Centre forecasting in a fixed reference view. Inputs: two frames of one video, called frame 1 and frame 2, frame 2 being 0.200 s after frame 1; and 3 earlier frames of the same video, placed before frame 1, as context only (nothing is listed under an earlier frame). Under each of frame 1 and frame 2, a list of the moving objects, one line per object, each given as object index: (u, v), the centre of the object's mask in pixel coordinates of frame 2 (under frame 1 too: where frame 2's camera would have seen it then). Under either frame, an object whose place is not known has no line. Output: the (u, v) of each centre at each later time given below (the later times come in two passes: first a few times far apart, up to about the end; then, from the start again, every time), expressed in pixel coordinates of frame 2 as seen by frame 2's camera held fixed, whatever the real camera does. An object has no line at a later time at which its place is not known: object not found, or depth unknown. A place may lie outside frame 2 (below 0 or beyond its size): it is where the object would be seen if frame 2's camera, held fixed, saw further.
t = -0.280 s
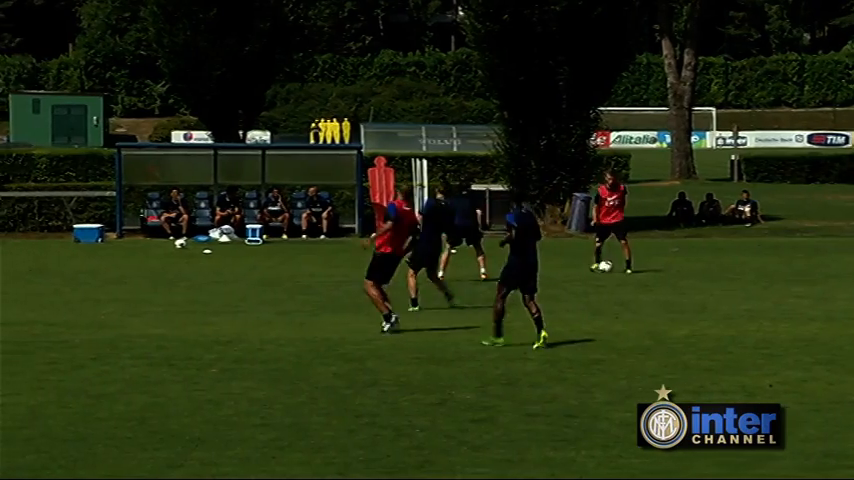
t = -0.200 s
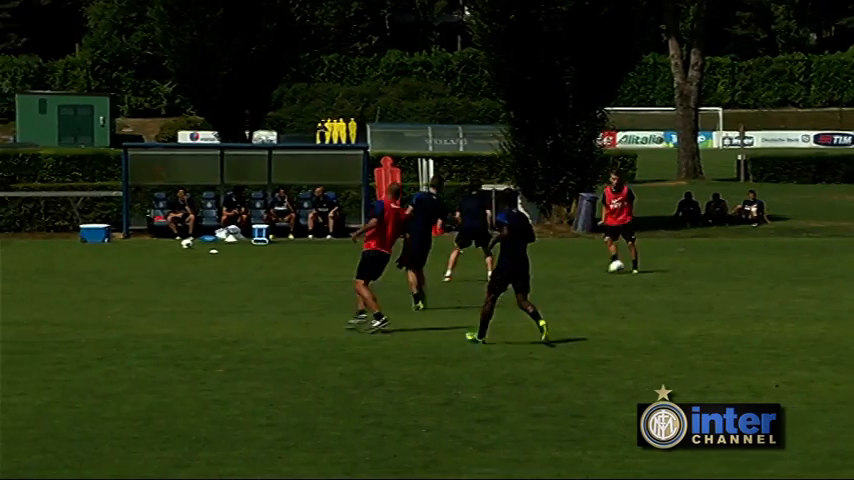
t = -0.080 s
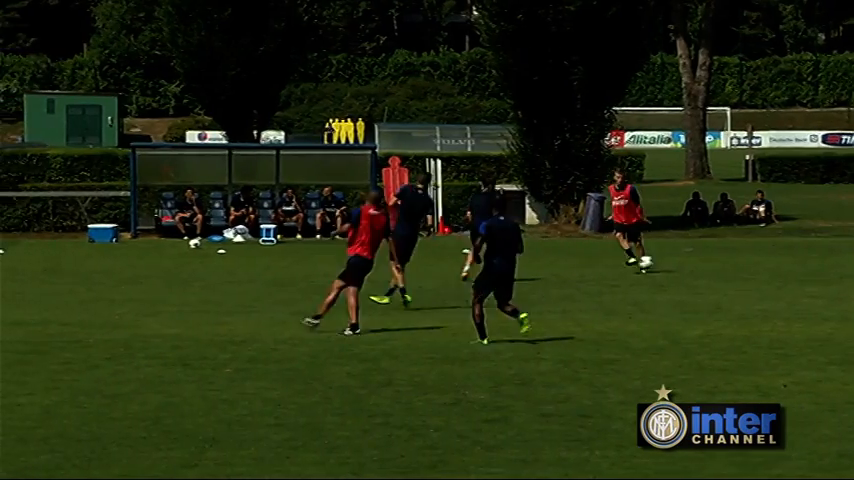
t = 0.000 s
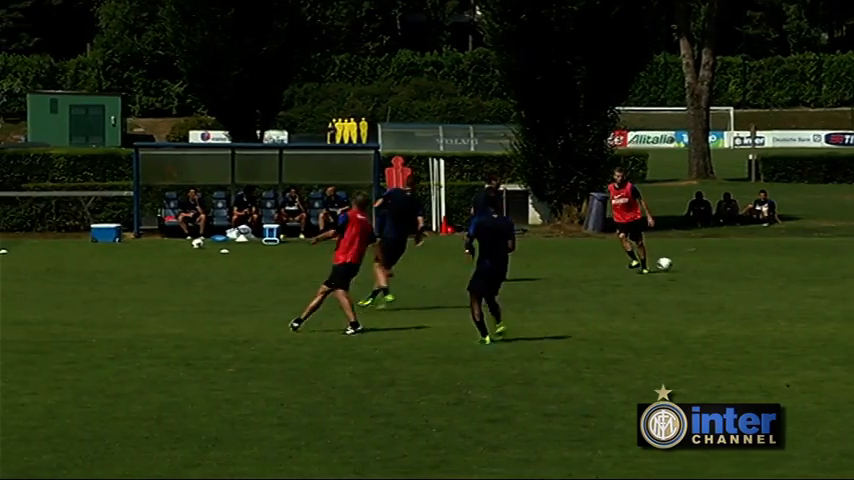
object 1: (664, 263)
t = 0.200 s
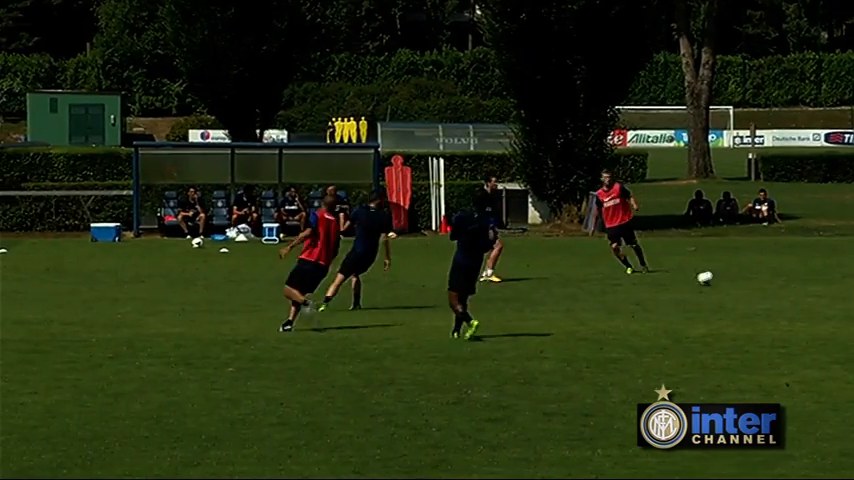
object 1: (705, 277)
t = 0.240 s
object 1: (712, 276)
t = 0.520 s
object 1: (763, 287)
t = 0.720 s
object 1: (796, 292)
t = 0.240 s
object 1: (712, 276)
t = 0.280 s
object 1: (720, 276)
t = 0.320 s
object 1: (727, 277)
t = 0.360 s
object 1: (735, 279)
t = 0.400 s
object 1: (742, 282)
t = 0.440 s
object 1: (749, 286)
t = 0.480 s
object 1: (757, 287)
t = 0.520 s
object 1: (763, 287)
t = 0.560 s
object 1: (770, 287)
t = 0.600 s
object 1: (777, 289)
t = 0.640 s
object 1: (783, 290)
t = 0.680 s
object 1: (790, 292)
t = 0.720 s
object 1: (796, 292)
